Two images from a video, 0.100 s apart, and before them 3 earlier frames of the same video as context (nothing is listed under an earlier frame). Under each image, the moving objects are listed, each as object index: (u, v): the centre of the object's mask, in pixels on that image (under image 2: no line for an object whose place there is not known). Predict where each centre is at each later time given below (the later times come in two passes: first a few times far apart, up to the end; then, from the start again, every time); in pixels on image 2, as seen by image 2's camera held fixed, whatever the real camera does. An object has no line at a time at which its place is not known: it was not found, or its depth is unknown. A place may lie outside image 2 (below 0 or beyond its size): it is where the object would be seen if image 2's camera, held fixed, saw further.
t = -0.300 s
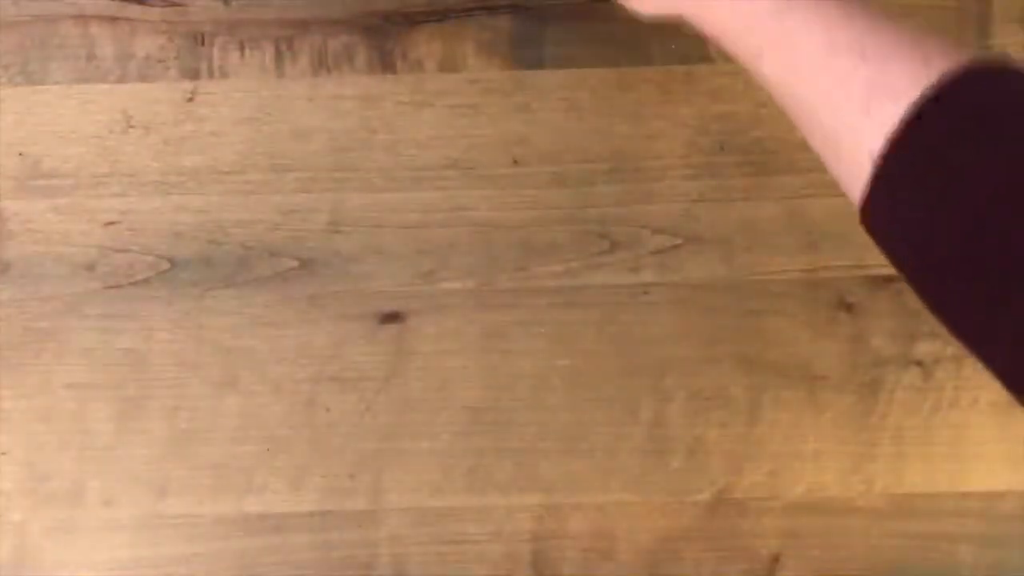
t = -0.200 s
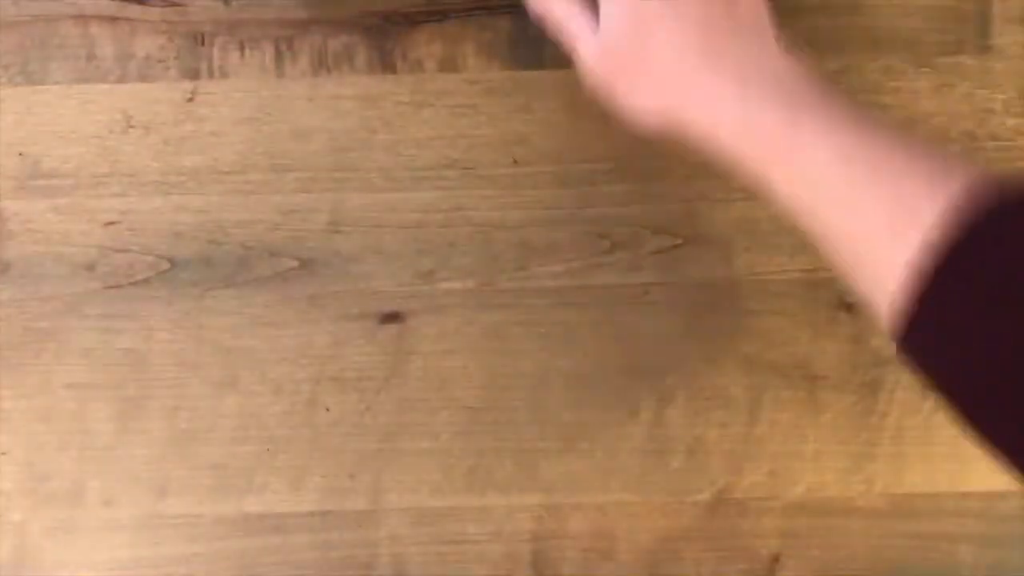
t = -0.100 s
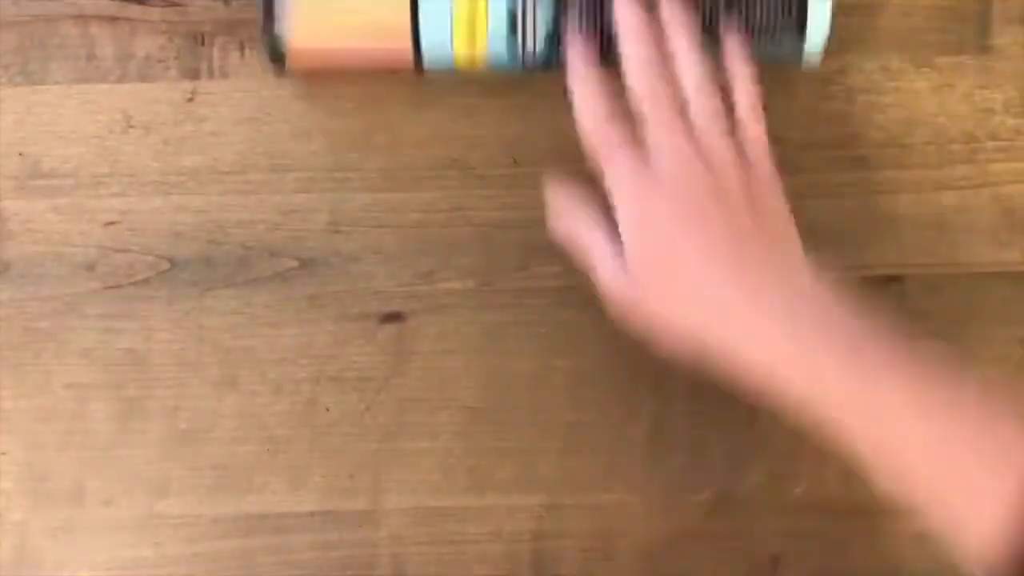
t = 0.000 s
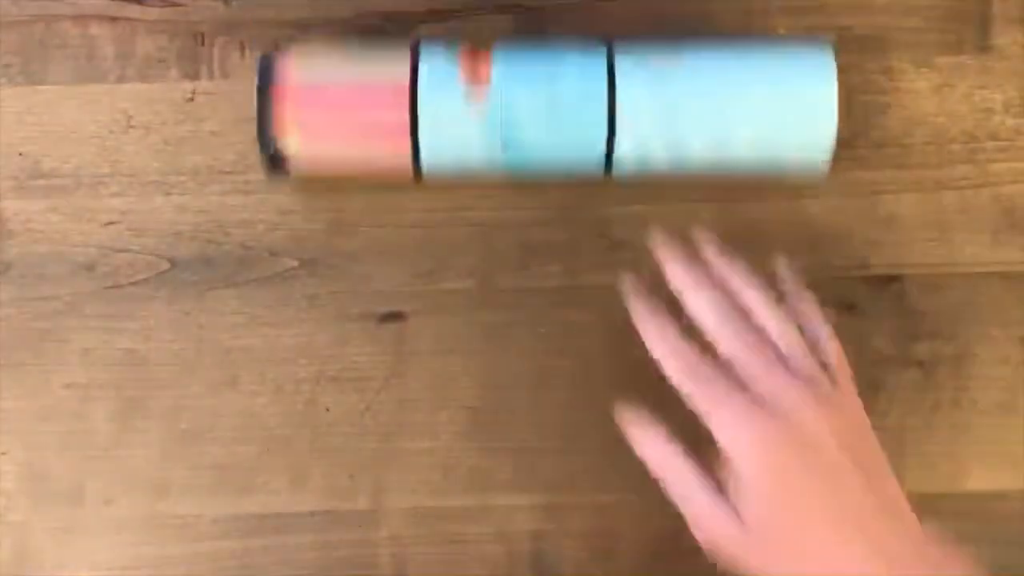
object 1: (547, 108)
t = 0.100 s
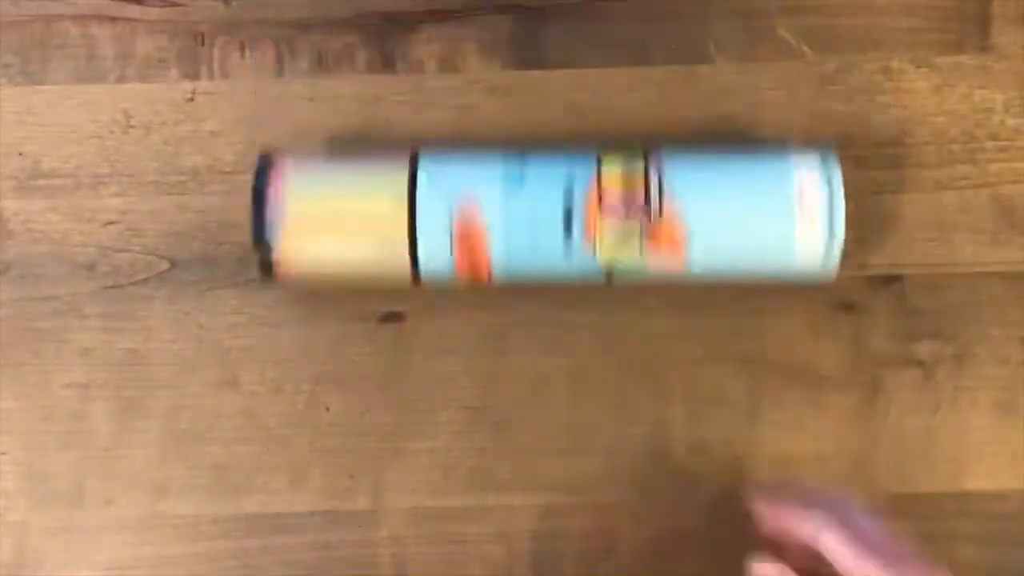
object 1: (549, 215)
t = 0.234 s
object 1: (550, 326)
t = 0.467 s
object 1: (550, 436)
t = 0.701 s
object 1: (551, 450)
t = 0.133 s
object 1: (548, 248)
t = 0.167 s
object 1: (548, 278)
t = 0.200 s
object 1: (550, 303)
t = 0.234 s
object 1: (550, 326)
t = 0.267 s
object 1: (550, 350)
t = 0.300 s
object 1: (548, 369)
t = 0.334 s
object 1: (548, 388)
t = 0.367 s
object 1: (548, 404)
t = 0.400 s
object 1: (549, 417)
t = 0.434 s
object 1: (550, 428)
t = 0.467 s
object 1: (550, 436)
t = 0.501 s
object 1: (551, 442)
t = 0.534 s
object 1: (551, 446)
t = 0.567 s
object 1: (551, 449)
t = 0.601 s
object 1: (551, 450)
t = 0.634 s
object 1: (551, 451)
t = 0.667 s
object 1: (551, 451)
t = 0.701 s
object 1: (551, 450)
